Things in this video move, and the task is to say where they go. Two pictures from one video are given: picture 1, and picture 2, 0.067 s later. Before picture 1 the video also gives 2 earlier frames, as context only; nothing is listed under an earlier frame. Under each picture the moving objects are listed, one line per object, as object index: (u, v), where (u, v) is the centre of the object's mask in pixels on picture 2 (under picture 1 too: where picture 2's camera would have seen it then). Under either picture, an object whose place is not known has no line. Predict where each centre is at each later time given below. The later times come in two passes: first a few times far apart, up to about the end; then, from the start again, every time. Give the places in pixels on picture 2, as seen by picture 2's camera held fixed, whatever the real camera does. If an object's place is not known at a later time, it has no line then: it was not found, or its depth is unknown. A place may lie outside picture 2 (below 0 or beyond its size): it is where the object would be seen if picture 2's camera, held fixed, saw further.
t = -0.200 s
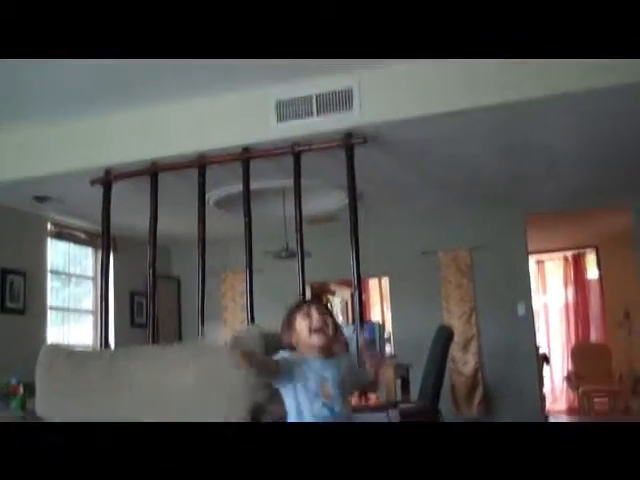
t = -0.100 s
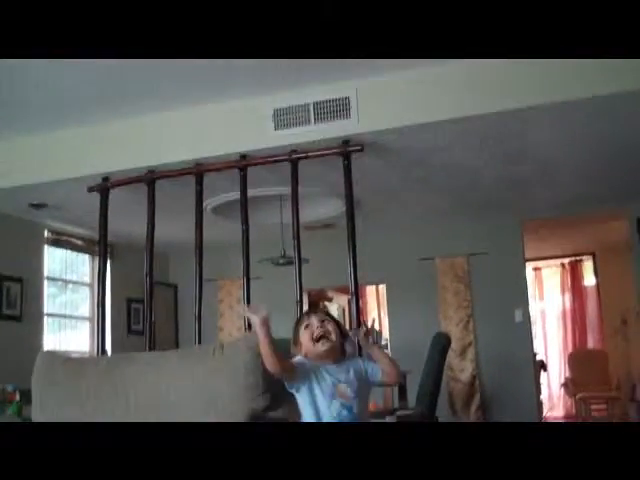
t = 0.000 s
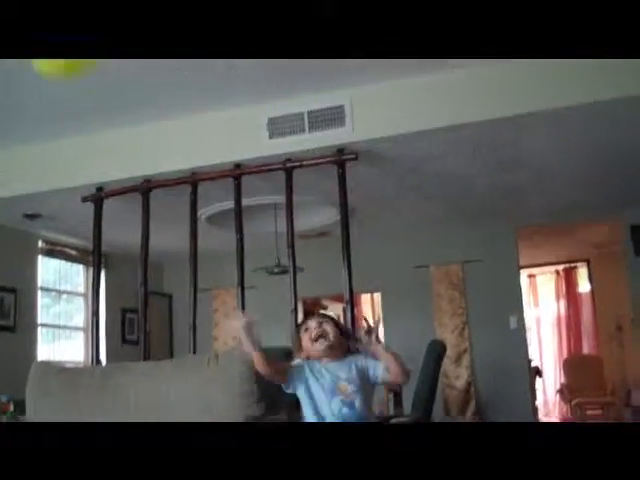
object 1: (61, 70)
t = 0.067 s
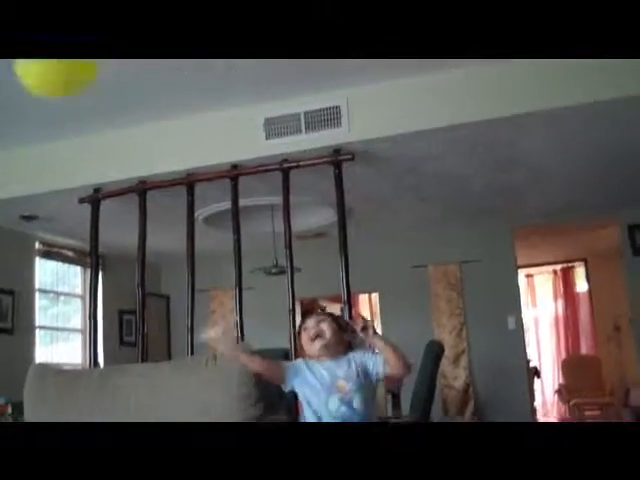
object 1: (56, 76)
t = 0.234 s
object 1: (52, 111)
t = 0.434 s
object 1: (51, 193)
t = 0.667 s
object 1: (46, 299)
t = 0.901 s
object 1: (36, 415)
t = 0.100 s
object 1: (54, 79)
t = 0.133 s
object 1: (53, 83)
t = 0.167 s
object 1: (53, 90)
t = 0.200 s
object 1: (54, 97)
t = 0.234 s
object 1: (52, 111)
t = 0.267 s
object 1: (50, 127)
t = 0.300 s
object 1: (52, 137)
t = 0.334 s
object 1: (52, 150)
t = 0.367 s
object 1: (52, 166)
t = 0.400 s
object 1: (51, 178)
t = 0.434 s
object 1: (51, 193)
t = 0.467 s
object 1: (51, 209)
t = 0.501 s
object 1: (51, 222)
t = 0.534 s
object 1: (52, 236)
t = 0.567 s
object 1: (51, 251)
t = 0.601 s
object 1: (49, 267)
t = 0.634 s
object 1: (48, 283)
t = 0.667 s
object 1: (46, 299)
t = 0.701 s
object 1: (44, 315)
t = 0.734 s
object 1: (42, 331)
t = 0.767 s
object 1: (43, 349)
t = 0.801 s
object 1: (41, 365)
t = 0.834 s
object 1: (40, 382)
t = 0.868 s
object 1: (38, 399)
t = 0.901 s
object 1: (36, 415)
